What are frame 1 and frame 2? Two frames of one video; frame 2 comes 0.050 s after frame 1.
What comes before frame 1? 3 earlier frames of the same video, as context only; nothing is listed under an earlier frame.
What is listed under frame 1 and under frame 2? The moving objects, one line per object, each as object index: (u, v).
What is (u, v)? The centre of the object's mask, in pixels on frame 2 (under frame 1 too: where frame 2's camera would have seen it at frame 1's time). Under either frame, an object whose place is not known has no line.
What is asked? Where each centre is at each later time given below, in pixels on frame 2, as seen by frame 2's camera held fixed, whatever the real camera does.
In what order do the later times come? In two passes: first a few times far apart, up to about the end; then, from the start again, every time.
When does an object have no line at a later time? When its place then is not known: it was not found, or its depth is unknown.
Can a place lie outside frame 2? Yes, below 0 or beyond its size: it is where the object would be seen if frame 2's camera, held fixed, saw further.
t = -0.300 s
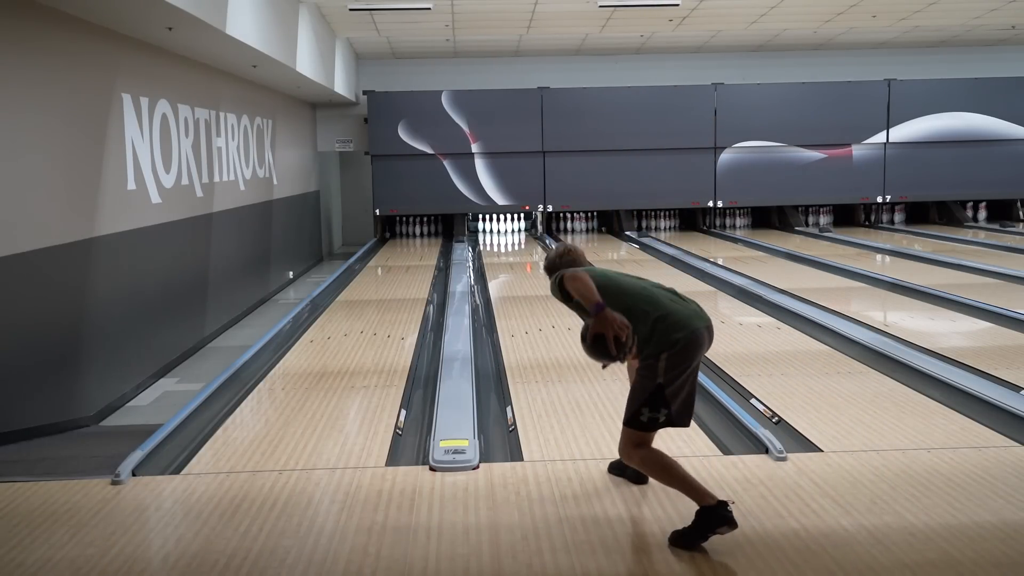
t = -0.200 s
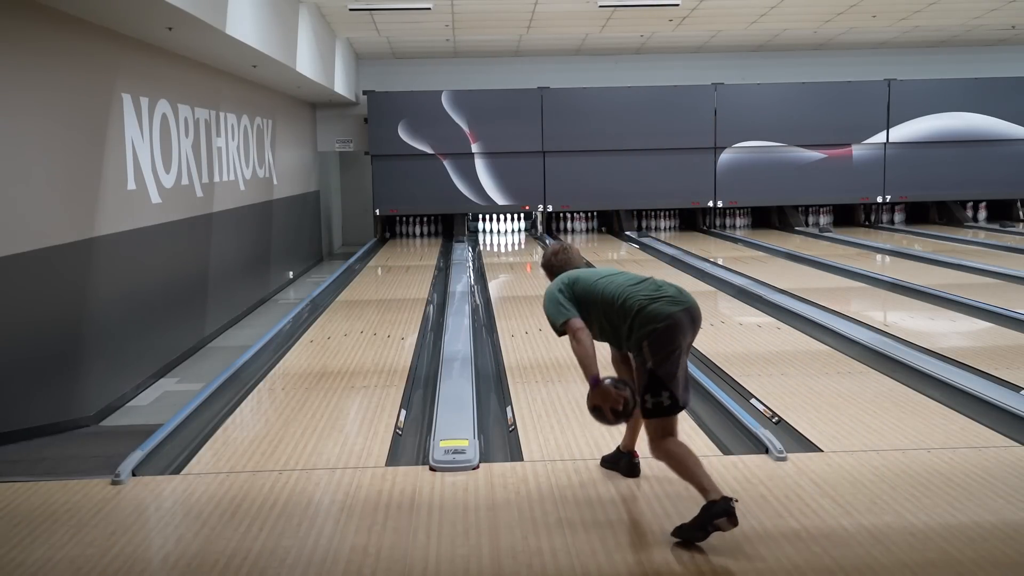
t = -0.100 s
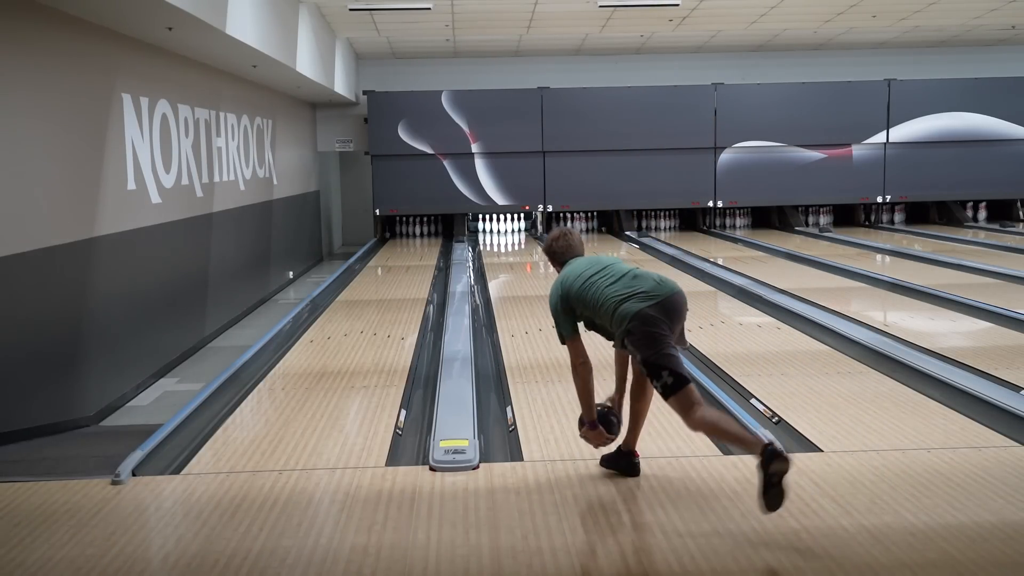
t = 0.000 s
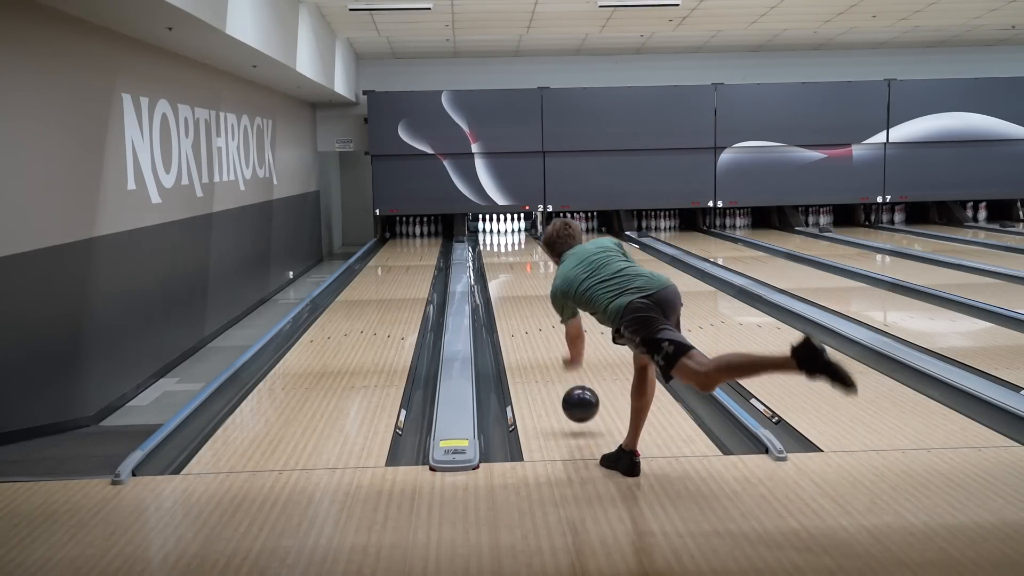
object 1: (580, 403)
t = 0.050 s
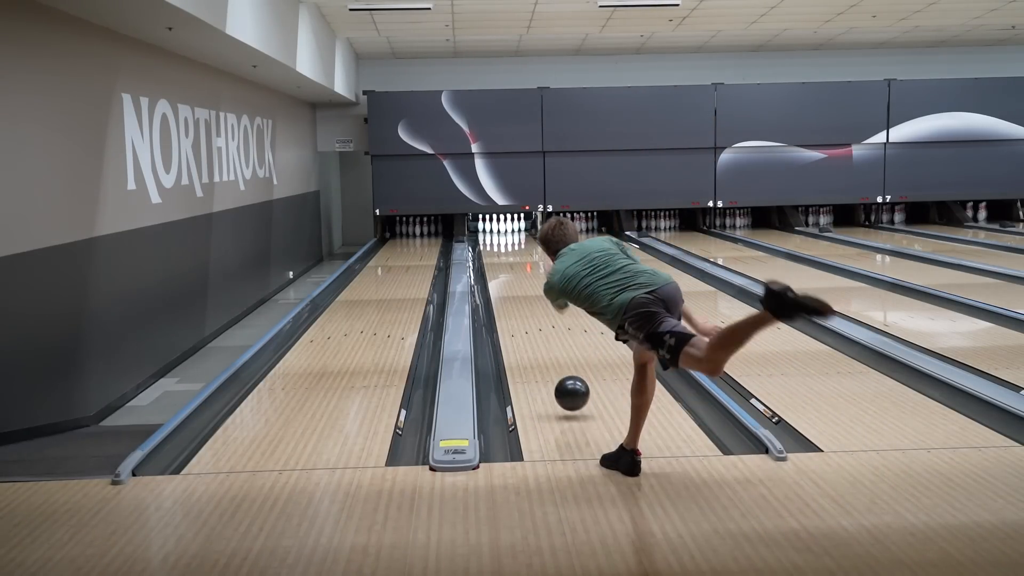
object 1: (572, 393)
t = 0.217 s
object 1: (550, 361)
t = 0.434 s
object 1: (531, 326)
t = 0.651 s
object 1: (518, 301)
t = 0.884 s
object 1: (508, 281)
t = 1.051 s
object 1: (503, 271)
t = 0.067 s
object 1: (569, 390)
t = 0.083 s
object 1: (567, 389)
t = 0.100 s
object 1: (565, 387)
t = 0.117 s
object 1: (562, 383)
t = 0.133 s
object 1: (560, 379)
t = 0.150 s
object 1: (558, 375)
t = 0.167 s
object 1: (556, 371)
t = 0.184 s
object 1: (554, 368)
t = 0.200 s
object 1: (552, 365)
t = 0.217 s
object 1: (550, 361)
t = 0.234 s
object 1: (548, 358)
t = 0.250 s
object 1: (546, 355)
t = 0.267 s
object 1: (545, 352)
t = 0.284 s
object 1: (543, 349)
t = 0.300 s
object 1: (542, 346)
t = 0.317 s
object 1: (540, 343)
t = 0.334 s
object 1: (539, 340)
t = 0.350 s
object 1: (537, 338)
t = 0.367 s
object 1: (536, 335)
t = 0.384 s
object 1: (534, 333)
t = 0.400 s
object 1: (533, 330)
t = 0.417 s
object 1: (532, 328)
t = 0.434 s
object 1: (531, 326)
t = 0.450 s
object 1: (529, 324)
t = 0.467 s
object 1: (528, 321)
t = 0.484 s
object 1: (527, 319)
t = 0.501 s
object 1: (526, 317)
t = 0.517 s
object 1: (525, 315)
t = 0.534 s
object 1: (524, 313)
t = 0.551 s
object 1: (523, 311)
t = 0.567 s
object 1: (522, 309)
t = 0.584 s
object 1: (521, 308)
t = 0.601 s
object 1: (520, 306)
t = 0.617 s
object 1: (519, 304)
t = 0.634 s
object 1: (519, 302)
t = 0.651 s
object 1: (518, 301)
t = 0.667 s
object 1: (517, 299)
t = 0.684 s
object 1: (516, 297)
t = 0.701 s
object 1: (515, 296)
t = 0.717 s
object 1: (514, 294)
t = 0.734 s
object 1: (514, 293)
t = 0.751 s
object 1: (513, 292)
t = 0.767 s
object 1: (512, 290)
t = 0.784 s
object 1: (512, 289)
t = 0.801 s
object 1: (511, 288)
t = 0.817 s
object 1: (510, 286)
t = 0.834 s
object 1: (510, 285)
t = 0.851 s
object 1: (509, 284)
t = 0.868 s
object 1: (508, 283)
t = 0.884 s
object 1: (508, 281)
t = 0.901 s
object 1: (507, 280)
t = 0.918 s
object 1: (507, 279)
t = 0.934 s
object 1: (506, 278)
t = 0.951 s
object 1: (506, 277)
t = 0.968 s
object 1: (505, 276)
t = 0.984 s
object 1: (505, 275)
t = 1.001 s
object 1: (504, 274)
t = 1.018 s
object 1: (504, 273)
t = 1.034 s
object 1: (503, 272)
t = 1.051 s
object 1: (503, 271)
